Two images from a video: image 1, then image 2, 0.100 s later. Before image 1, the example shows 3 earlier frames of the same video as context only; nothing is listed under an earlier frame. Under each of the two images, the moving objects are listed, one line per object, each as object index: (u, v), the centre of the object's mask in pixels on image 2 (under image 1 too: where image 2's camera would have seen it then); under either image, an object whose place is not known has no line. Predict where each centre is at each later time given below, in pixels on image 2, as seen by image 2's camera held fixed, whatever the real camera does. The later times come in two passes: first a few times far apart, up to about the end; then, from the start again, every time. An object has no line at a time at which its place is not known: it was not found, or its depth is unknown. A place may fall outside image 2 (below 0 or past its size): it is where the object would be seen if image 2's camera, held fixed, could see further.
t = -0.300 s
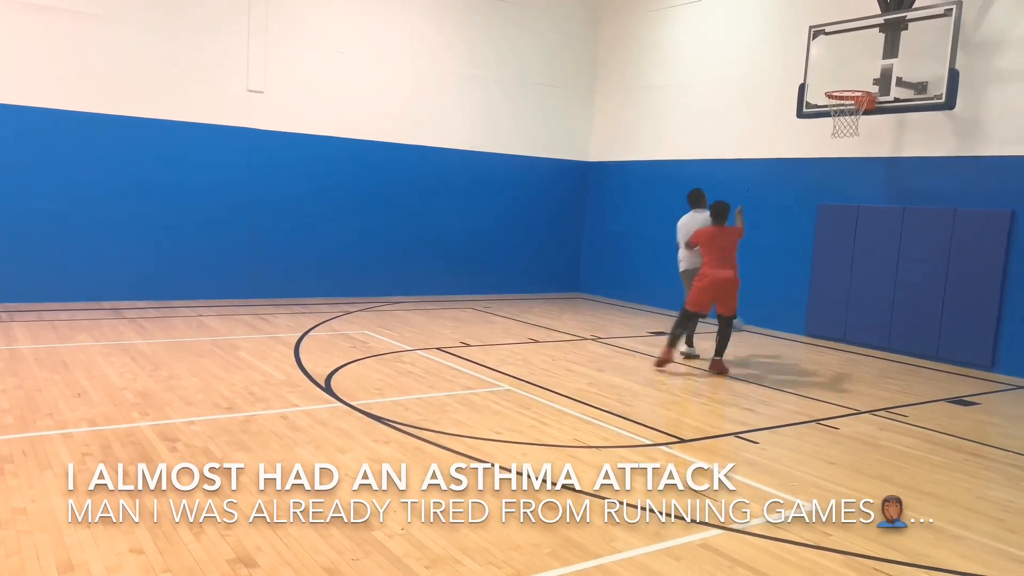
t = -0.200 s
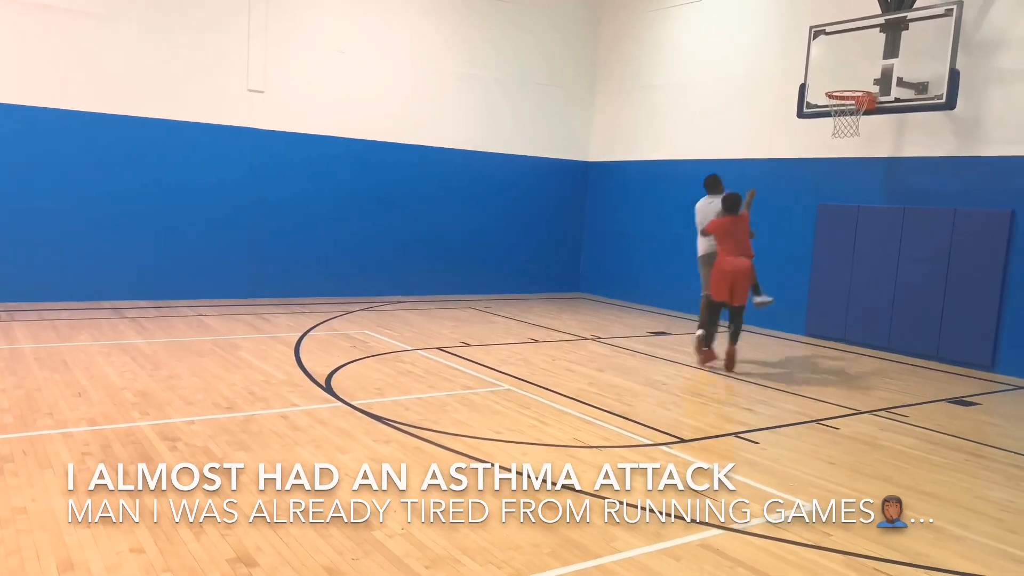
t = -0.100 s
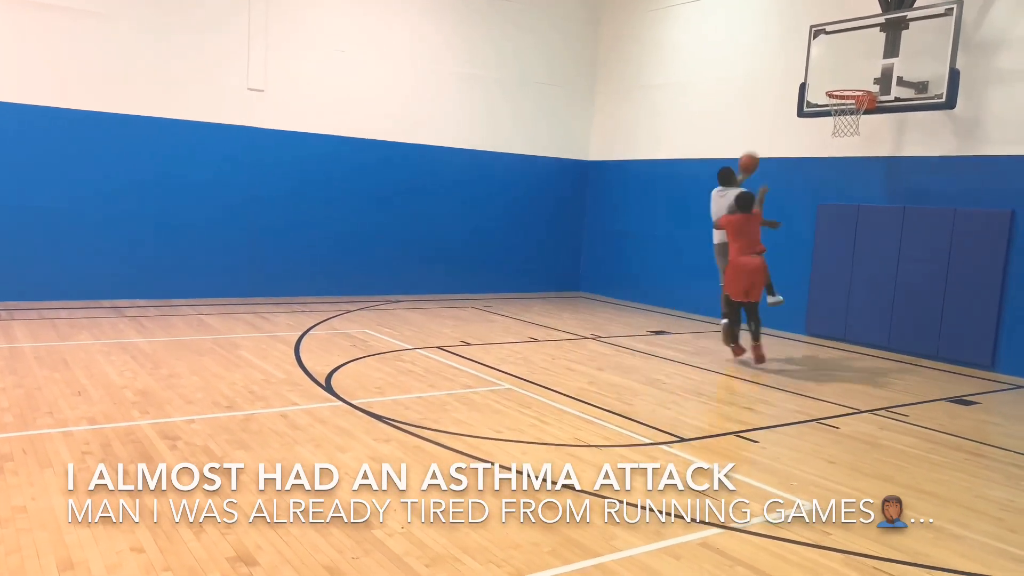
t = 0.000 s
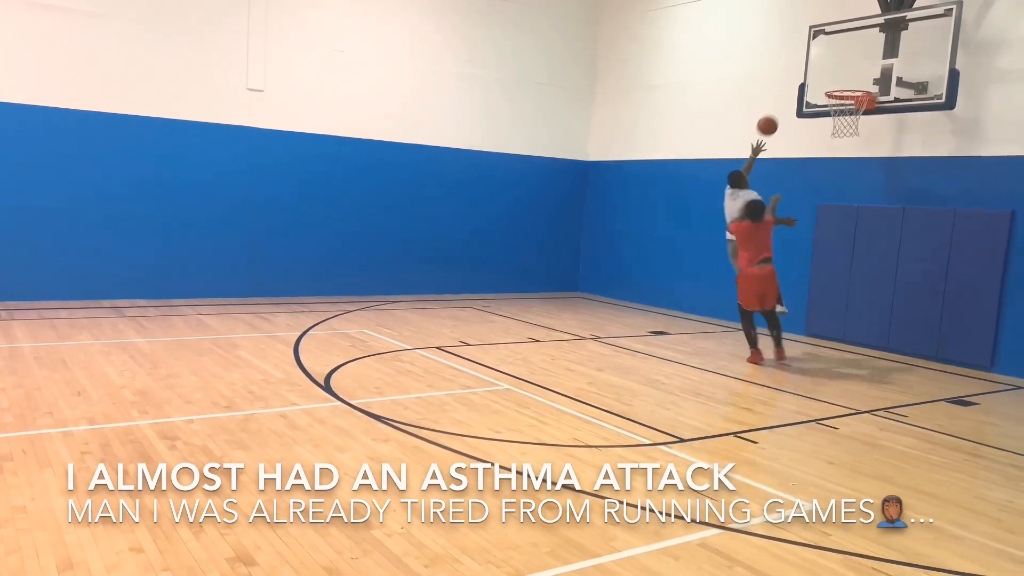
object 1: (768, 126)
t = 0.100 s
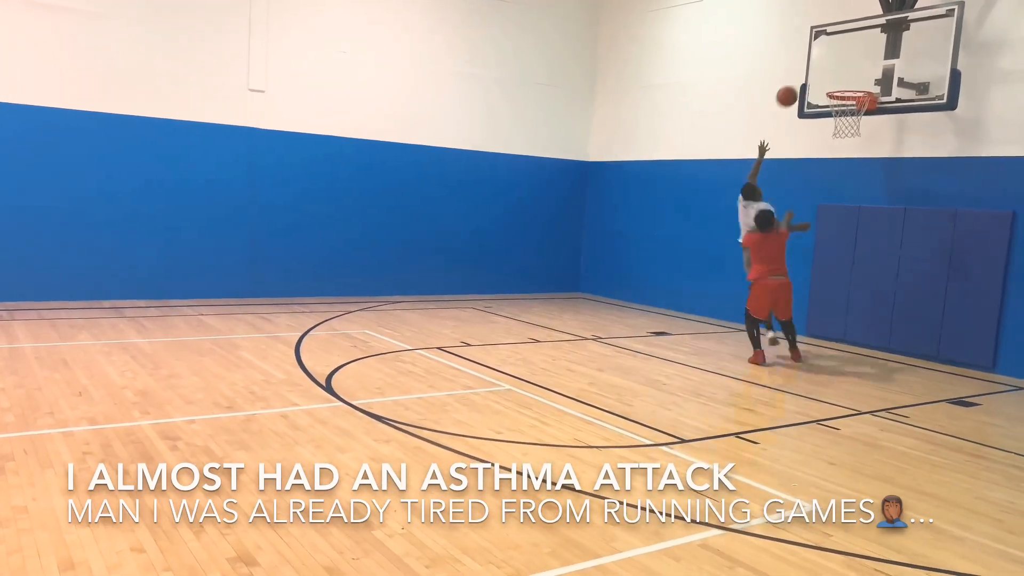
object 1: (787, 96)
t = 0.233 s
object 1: (810, 69)
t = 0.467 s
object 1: (848, 57)
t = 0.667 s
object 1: (851, 68)
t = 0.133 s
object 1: (793, 88)
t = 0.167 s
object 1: (799, 80)
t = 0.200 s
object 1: (805, 74)
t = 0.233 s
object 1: (810, 69)
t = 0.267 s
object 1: (816, 65)
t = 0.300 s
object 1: (822, 61)
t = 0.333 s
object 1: (827, 58)
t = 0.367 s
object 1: (832, 57)
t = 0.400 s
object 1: (838, 56)
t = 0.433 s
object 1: (843, 56)
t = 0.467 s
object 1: (848, 57)
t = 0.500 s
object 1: (852, 58)
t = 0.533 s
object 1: (852, 58)
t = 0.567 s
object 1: (852, 60)
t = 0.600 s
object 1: (852, 62)
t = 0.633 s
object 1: (852, 65)
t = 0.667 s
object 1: (851, 68)
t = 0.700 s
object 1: (851, 73)
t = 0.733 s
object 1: (850, 79)
